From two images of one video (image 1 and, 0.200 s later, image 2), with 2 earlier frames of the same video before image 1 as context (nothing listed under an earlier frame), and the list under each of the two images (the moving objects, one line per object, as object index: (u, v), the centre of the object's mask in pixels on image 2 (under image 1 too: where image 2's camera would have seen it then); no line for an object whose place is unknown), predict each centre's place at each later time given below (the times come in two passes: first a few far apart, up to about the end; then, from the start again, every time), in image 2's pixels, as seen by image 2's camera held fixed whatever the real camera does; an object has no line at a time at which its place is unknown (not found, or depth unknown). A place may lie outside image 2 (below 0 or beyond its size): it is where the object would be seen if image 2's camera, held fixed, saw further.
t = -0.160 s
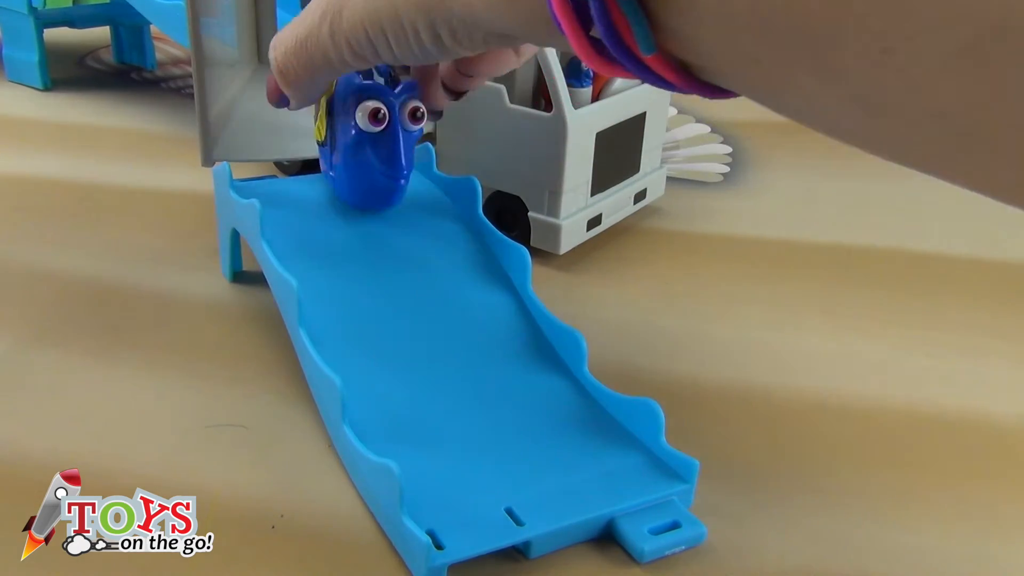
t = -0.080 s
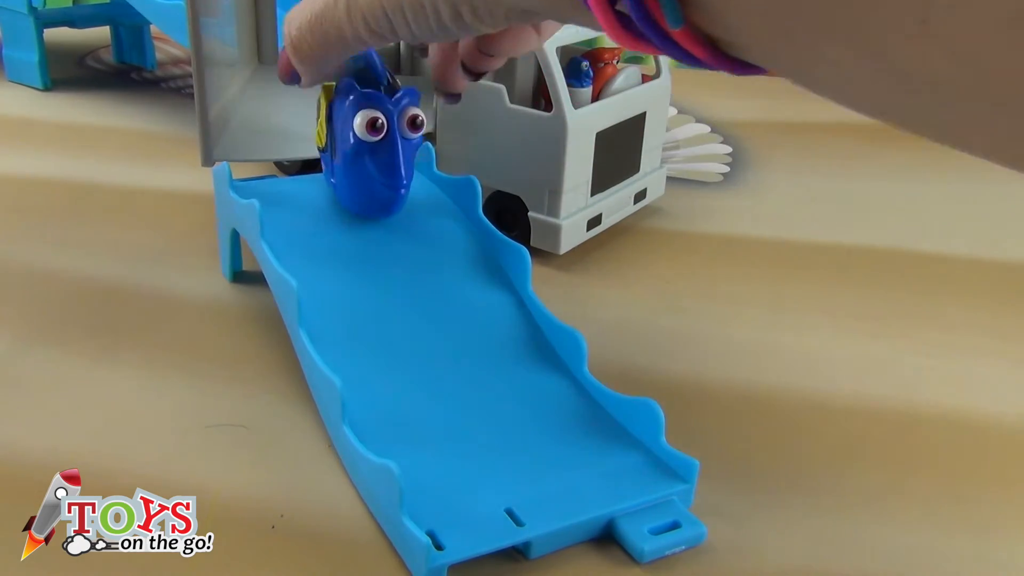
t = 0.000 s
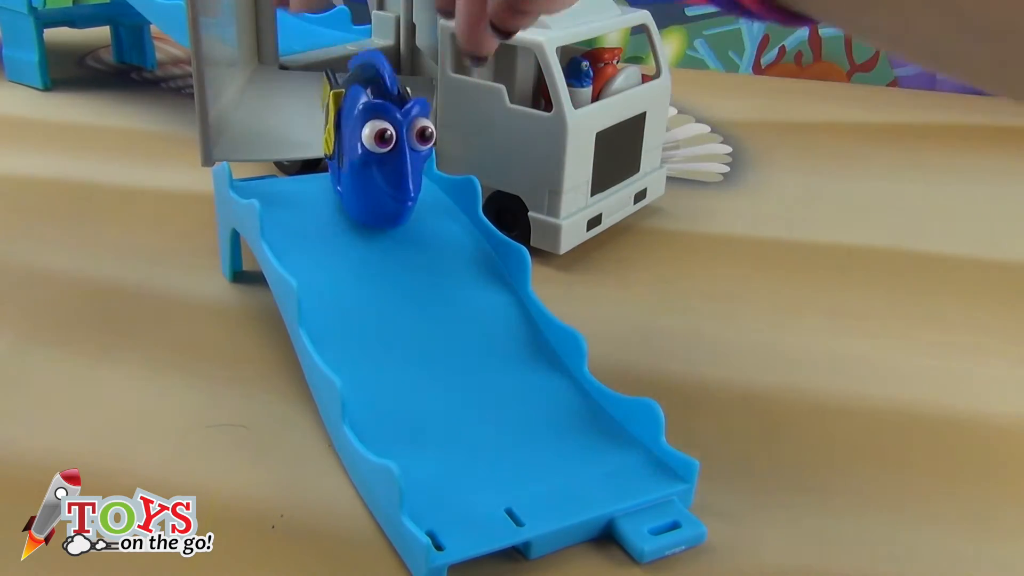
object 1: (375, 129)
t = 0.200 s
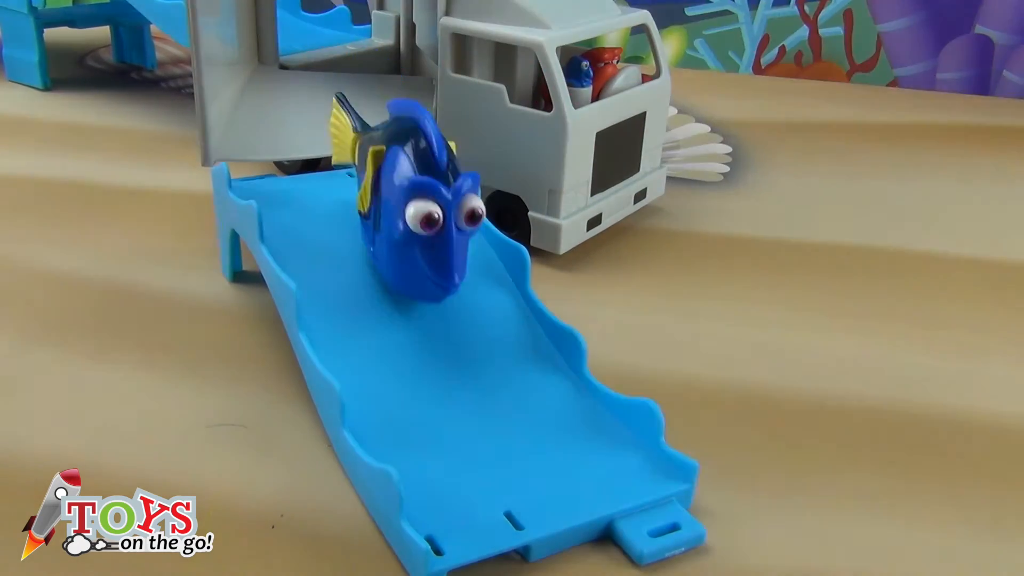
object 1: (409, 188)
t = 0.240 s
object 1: (426, 221)
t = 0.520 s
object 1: (628, 466)
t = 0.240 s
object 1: (426, 221)
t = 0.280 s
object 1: (453, 275)
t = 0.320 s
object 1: (486, 320)
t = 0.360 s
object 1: (517, 353)
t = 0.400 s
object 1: (553, 390)
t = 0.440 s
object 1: (590, 428)
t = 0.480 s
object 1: (620, 464)
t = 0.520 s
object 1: (628, 466)
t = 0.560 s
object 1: (623, 471)
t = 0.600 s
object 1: (592, 490)
